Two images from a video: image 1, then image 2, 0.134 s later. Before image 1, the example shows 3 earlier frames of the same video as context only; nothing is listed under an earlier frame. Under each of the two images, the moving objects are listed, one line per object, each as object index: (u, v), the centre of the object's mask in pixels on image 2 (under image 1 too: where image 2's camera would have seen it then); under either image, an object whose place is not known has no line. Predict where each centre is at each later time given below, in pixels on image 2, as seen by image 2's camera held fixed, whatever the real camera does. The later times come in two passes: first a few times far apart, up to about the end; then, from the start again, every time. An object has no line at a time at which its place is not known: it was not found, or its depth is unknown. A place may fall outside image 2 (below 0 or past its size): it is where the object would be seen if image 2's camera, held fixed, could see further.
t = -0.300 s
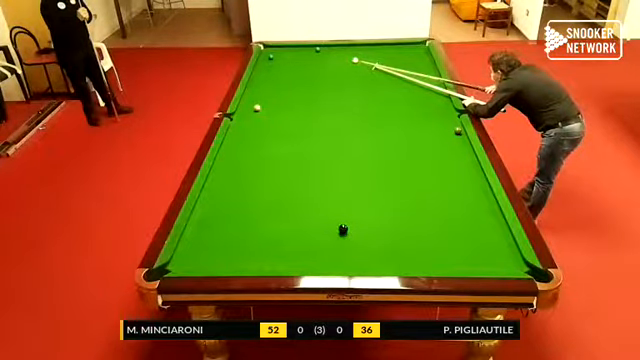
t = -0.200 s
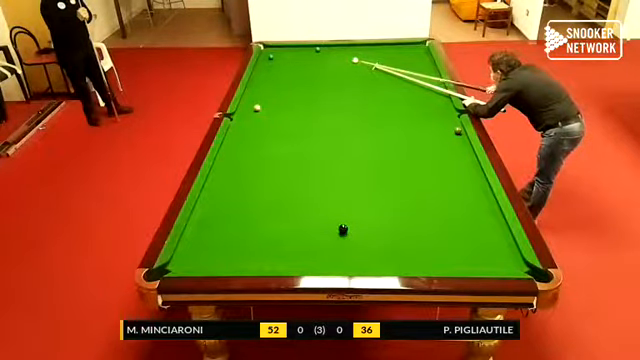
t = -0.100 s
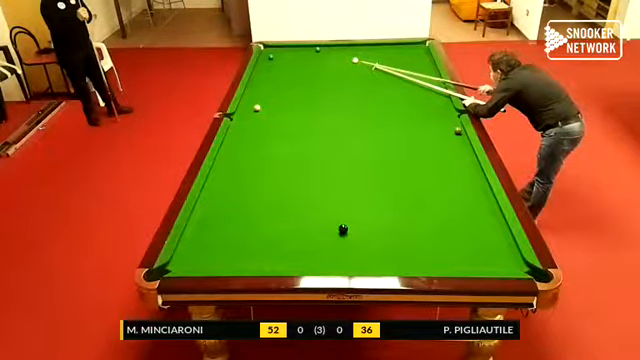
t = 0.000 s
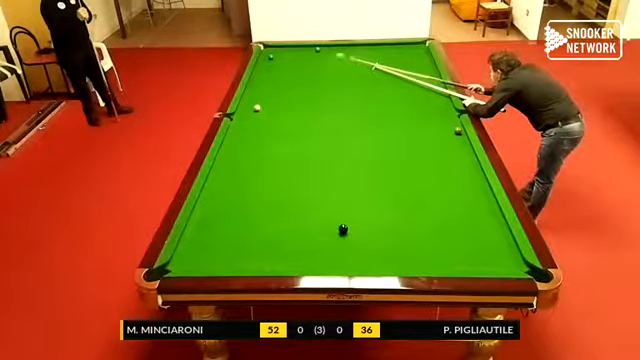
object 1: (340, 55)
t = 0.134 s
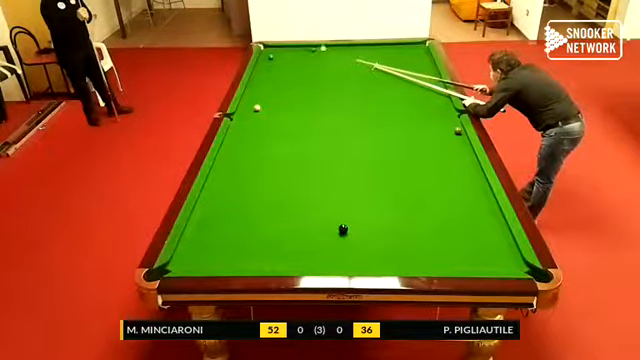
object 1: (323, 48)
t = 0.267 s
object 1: (323, 46)
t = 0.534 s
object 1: (317, 53)
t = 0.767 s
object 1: (310, 59)
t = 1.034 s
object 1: (302, 65)
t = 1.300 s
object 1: (294, 72)
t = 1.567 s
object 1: (286, 79)
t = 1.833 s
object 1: (278, 86)
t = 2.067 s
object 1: (270, 92)
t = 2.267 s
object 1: (264, 98)
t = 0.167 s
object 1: (323, 47)
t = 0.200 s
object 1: (323, 46)
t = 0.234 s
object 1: (323, 46)
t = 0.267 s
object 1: (323, 46)
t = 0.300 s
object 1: (323, 47)
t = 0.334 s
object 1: (322, 48)
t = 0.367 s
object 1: (321, 49)
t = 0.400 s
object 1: (321, 50)
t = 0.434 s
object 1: (320, 50)
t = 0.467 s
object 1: (319, 51)
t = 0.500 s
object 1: (317, 52)
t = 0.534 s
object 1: (317, 53)
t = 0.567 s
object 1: (316, 54)
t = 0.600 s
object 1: (315, 54)
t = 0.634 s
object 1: (314, 56)
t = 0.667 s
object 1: (313, 56)
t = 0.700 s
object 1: (312, 57)
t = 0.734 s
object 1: (311, 58)
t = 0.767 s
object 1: (310, 59)
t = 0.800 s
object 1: (309, 59)
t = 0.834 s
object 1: (308, 60)
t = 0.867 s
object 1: (307, 61)
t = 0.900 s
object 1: (306, 62)
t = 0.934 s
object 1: (305, 62)
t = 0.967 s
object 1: (305, 63)
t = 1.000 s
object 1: (303, 64)
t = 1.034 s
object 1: (302, 65)
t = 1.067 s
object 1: (301, 66)
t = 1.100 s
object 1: (300, 67)
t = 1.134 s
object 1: (299, 68)
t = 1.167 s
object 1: (298, 69)
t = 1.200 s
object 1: (297, 70)
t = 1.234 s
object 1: (296, 71)
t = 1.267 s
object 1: (295, 71)
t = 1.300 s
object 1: (294, 72)
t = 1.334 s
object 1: (293, 73)
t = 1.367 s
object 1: (292, 74)
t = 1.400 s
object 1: (291, 75)
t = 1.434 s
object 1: (290, 76)
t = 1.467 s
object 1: (289, 77)
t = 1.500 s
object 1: (288, 77)
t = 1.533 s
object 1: (287, 79)
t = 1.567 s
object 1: (286, 79)
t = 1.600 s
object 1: (285, 80)
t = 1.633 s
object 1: (284, 81)
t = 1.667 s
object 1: (283, 82)
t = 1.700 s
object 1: (282, 83)
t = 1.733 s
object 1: (281, 83)
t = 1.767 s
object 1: (280, 84)
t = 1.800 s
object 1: (279, 85)
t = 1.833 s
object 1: (278, 86)
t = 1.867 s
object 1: (277, 87)
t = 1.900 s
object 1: (276, 88)
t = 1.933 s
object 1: (275, 88)
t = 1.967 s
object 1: (274, 90)
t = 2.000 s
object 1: (272, 91)
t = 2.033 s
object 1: (271, 91)
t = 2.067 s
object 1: (270, 92)
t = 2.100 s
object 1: (269, 93)
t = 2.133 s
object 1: (269, 94)
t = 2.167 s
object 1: (268, 95)
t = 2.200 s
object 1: (266, 96)
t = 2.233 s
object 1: (265, 97)
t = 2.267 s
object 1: (264, 98)
